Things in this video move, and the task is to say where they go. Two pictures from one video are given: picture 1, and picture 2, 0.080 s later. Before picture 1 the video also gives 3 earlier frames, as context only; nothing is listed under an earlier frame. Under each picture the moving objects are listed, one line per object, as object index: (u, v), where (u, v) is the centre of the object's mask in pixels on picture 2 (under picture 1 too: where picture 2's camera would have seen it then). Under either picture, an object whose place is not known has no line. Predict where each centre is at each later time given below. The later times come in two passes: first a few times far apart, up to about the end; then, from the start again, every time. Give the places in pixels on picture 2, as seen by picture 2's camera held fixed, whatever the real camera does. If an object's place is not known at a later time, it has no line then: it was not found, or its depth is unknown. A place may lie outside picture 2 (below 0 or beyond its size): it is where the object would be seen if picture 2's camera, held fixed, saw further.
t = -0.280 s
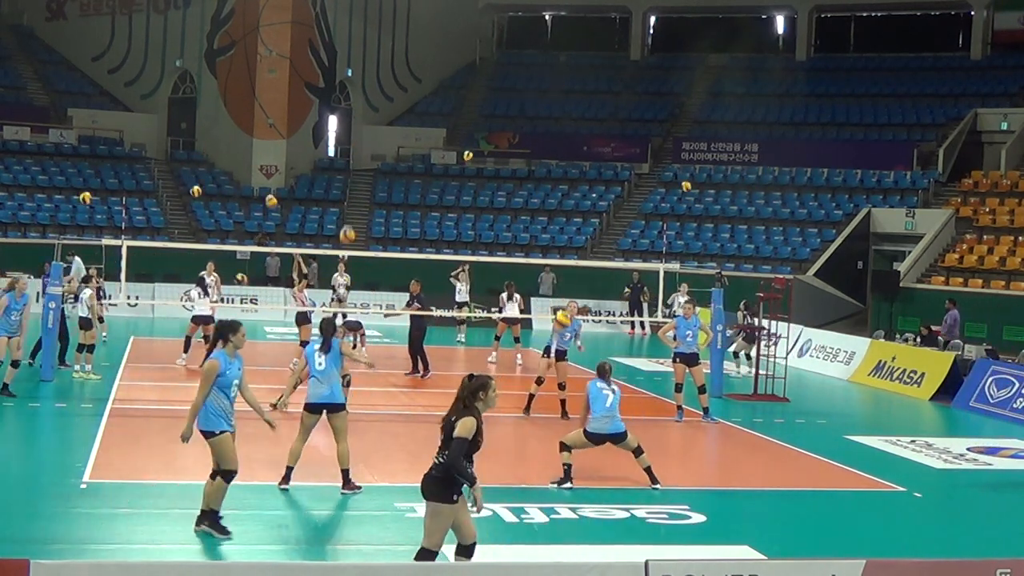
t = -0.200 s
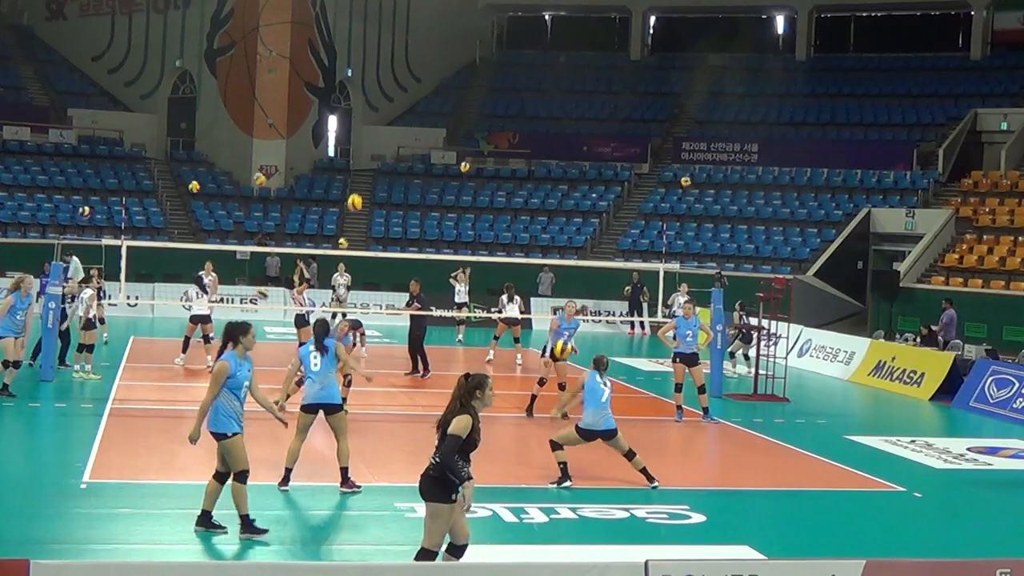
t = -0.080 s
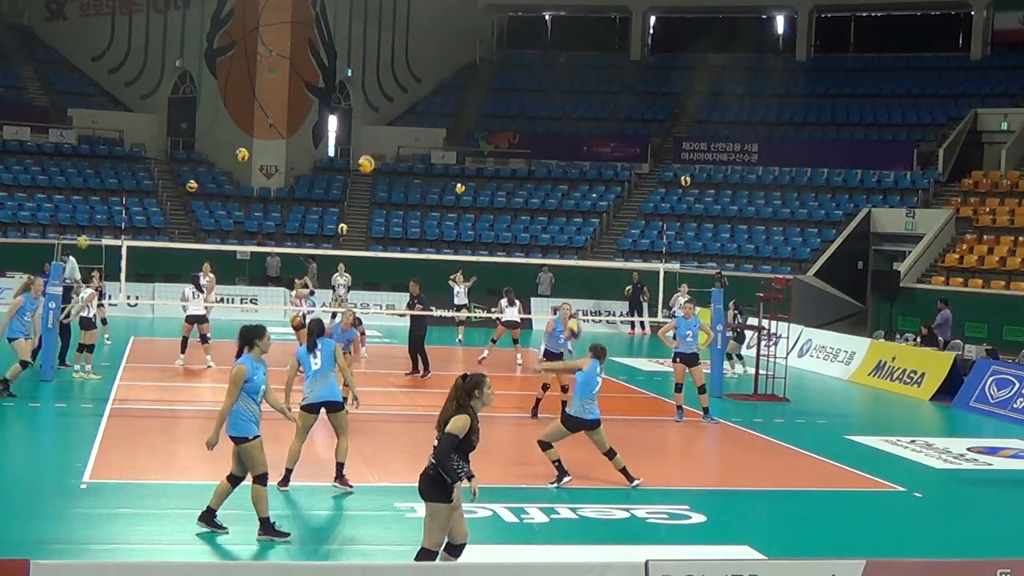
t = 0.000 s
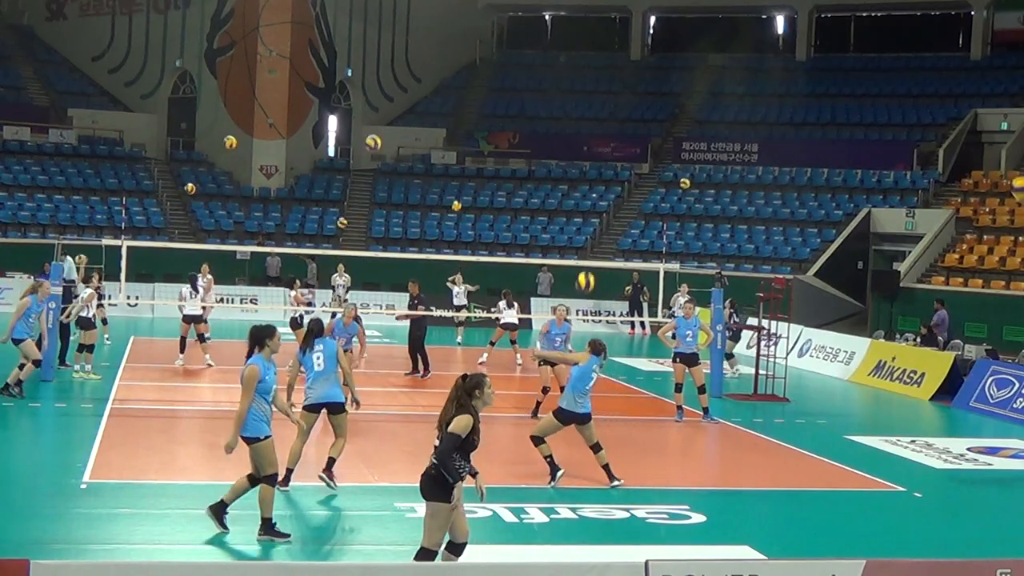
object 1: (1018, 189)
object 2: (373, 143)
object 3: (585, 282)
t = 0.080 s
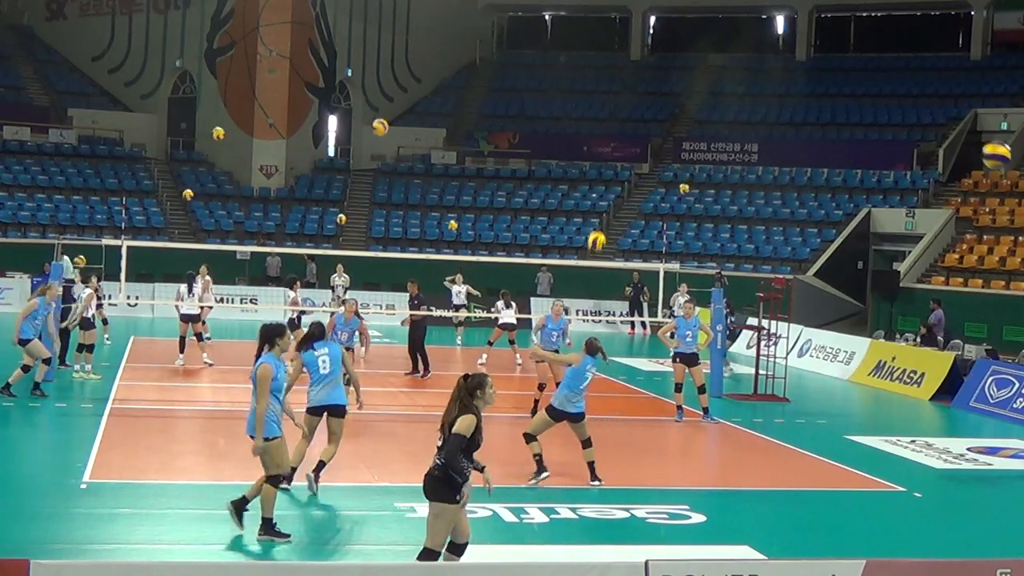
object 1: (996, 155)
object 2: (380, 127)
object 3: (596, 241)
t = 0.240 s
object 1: (936, 112)
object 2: (393, 108)
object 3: (614, 181)
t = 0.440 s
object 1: (856, 107)
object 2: (409, 111)
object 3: (636, 139)
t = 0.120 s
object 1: (981, 141)
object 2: (383, 120)
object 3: (601, 223)
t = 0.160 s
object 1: (967, 130)
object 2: (387, 115)
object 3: (606, 208)
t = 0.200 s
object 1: (951, 120)
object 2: (390, 111)
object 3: (611, 193)
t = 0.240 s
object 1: (936, 112)
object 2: (393, 108)
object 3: (614, 181)
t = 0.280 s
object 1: (920, 107)
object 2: (396, 107)
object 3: (620, 170)
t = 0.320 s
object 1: (905, 104)
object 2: (400, 106)
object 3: (624, 160)
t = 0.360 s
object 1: (889, 103)
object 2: (403, 107)
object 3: (628, 151)
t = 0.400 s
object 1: (873, 104)
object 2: (406, 108)
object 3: (633, 144)
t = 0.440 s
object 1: (856, 107)
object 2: (409, 111)
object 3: (636, 139)
